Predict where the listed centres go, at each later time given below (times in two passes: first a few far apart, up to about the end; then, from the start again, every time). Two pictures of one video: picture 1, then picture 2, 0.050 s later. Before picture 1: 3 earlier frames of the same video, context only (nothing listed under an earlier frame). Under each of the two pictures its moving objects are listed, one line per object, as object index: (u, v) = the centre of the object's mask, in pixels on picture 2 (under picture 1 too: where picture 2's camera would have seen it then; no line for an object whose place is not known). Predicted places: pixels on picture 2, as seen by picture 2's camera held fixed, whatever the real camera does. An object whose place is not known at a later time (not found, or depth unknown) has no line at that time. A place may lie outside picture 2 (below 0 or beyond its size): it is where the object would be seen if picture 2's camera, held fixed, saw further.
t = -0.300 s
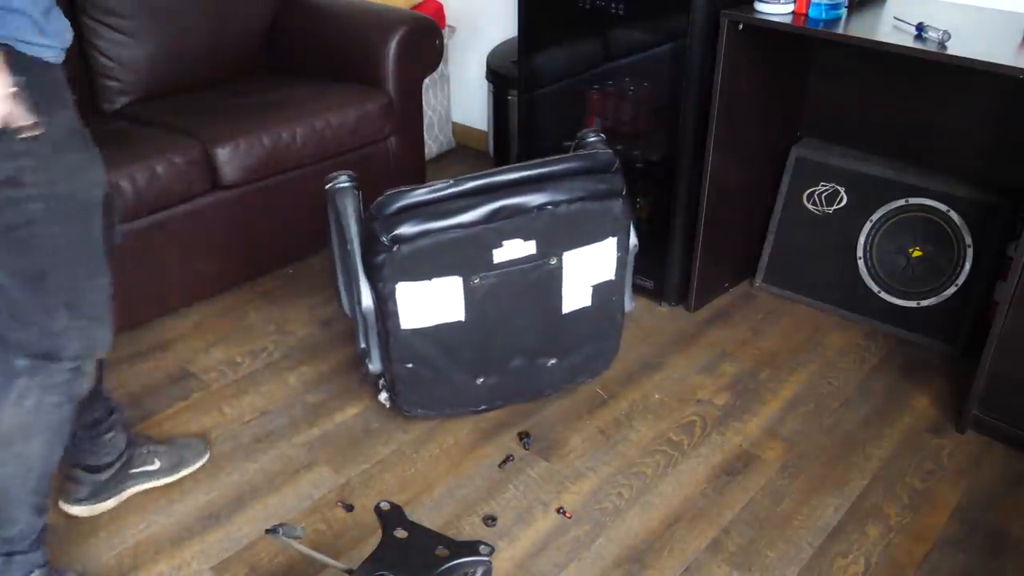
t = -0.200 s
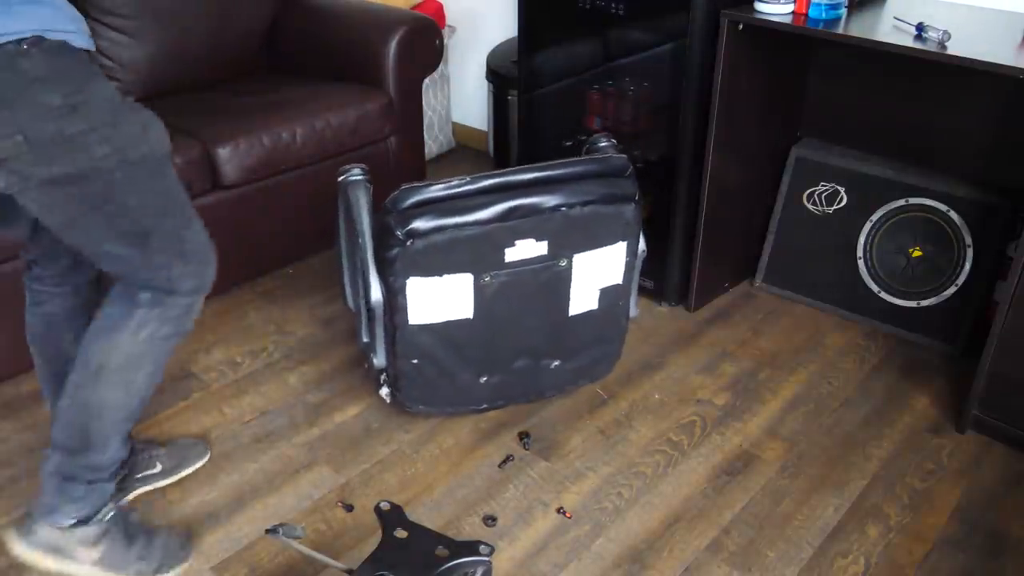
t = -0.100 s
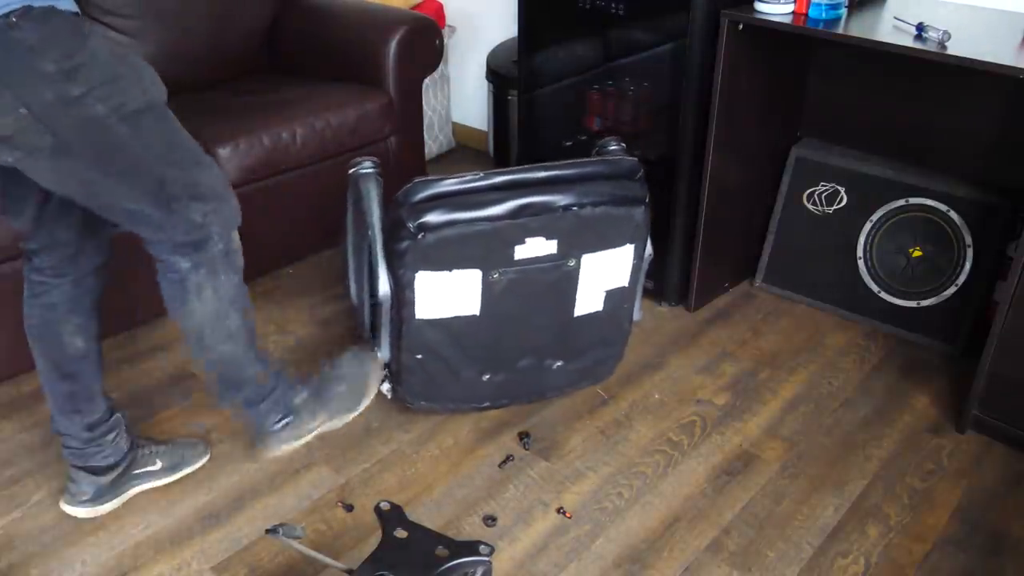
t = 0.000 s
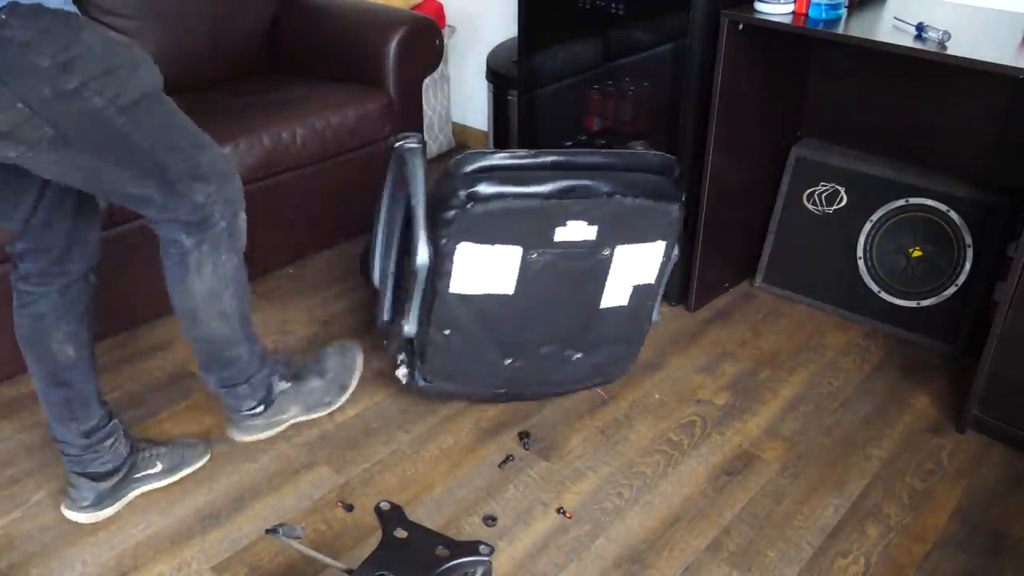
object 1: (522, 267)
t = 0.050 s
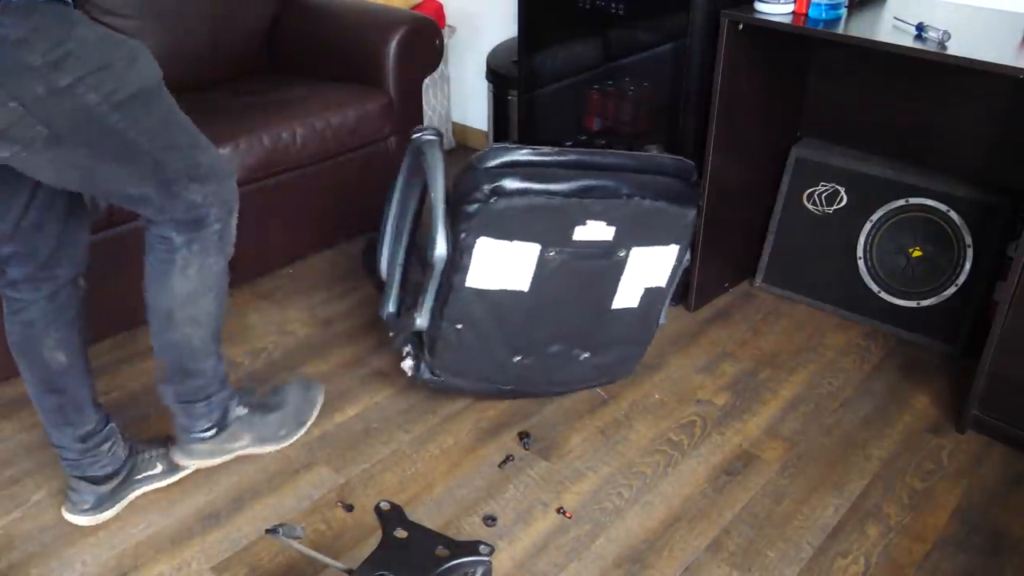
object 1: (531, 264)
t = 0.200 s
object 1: (534, 266)
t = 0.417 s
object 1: (496, 279)
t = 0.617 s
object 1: (485, 284)
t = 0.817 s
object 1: (506, 278)
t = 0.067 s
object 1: (535, 264)
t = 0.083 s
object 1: (537, 263)
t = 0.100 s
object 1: (538, 263)
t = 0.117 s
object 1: (539, 263)
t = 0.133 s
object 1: (537, 263)
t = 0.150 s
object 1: (537, 264)
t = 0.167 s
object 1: (536, 264)
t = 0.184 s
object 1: (535, 265)
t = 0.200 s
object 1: (534, 266)
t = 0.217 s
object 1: (532, 267)
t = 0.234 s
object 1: (530, 269)
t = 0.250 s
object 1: (528, 270)
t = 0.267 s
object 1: (525, 272)
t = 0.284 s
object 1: (522, 273)
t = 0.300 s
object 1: (518, 275)
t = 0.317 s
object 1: (516, 276)
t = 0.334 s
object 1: (512, 277)
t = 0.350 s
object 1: (509, 277)
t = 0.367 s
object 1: (505, 278)
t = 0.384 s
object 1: (502, 278)
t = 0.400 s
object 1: (499, 279)
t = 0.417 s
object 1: (496, 279)
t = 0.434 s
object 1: (493, 280)
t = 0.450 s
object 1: (491, 280)
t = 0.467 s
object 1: (489, 281)
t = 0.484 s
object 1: (488, 282)
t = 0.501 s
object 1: (487, 282)
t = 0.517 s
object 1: (486, 283)
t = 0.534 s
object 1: (485, 283)
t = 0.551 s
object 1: (484, 283)
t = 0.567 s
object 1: (484, 284)
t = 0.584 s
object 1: (484, 284)
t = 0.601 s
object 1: (484, 284)
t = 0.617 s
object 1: (485, 284)
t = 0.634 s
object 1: (485, 283)
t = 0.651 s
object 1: (486, 283)
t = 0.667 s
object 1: (487, 283)
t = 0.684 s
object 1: (489, 283)
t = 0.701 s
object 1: (490, 282)
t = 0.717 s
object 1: (492, 282)
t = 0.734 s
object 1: (494, 282)
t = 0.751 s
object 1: (496, 281)
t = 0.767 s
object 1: (498, 281)
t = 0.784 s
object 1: (501, 280)
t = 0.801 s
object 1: (503, 279)
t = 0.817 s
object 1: (506, 278)
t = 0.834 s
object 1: (509, 277)
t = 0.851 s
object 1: (512, 276)
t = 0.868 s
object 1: (514, 275)
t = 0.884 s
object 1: (517, 275)
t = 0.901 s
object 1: (519, 274)
